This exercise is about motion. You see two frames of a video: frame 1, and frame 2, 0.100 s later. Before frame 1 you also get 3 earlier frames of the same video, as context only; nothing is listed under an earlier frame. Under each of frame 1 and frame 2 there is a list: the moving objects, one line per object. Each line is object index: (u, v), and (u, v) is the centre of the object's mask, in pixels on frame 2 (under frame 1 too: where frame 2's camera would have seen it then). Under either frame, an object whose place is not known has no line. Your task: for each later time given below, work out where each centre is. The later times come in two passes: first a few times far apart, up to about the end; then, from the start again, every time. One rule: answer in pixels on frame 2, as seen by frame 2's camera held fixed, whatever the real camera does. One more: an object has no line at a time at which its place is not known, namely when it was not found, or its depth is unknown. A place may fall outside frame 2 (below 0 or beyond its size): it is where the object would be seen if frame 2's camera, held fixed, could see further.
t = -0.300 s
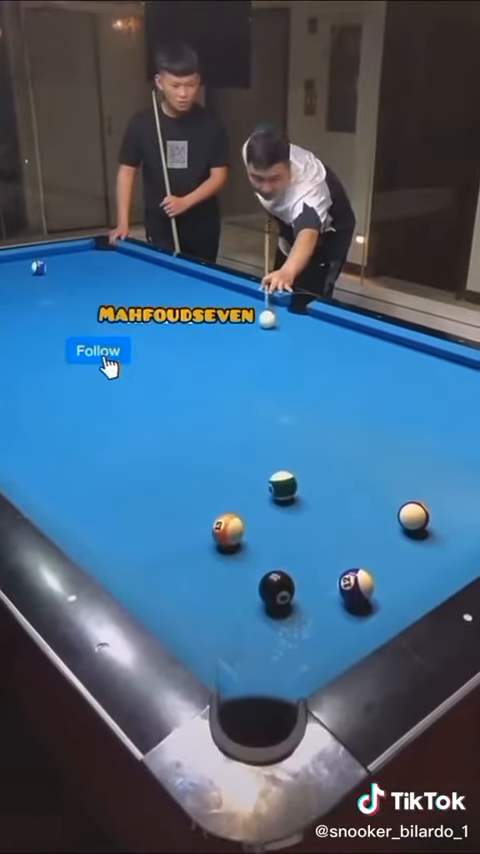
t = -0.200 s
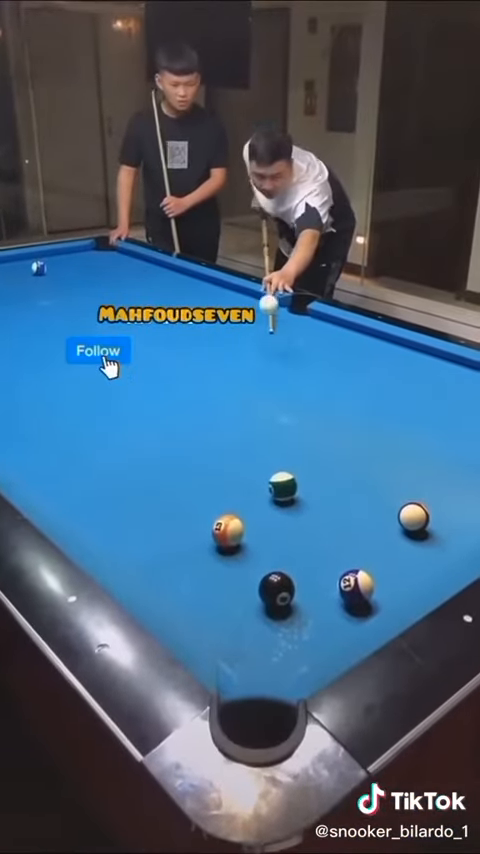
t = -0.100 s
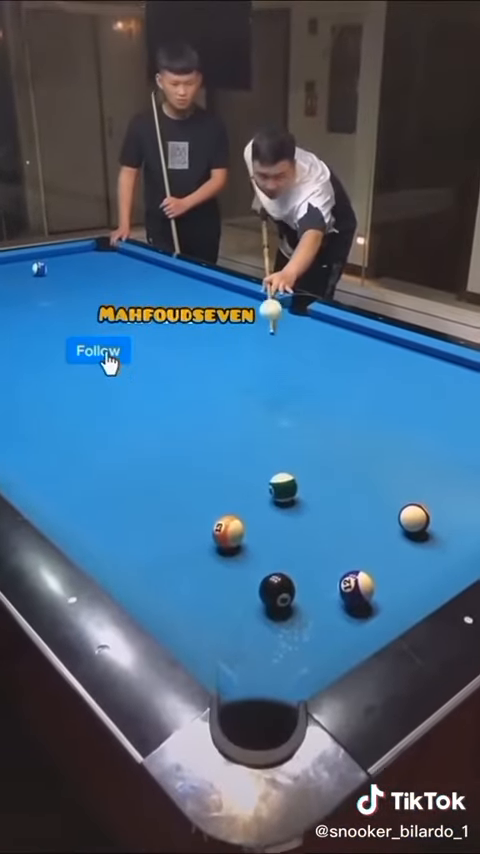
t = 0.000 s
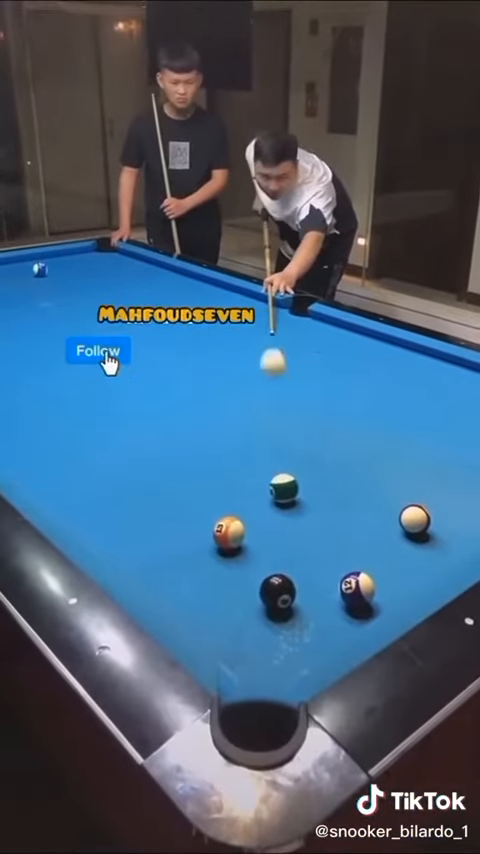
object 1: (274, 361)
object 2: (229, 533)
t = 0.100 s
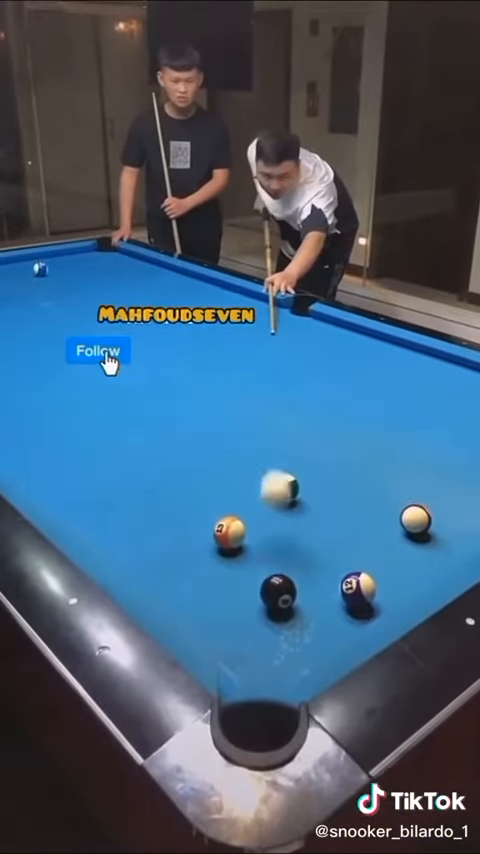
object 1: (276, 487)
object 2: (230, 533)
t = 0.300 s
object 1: (262, 531)
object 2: (229, 532)
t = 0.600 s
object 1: (261, 521)
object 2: (209, 522)
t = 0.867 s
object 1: (265, 499)
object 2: (190, 513)
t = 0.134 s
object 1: (275, 553)
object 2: (230, 532)
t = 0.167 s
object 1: (273, 552)
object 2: (229, 532)
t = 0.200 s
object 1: (270, 538)
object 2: (229, 532)
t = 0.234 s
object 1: (268, 530)
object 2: (229, 533)
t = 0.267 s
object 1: (265, 528)
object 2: (229, 532)
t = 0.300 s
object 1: (262, 531)
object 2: (229, 532)
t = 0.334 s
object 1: (259, 540)
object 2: (229, 532)
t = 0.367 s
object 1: (256, 539)
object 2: (228, 532)
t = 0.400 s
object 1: (255, 531)
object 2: (225, 531)
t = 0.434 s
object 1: (259, 527)
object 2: (223, 529)
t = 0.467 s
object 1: (260, 532)
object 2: (220, 529)
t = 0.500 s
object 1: (261, 528)
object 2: (217, 527)
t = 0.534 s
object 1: (261, 526)
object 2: (215, 525)
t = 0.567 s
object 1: (261, 523)
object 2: (212, 524)
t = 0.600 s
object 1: (261, 521)
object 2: (209, 522)
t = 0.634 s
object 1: (262, 518)
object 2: (207, 521)
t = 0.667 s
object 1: (262, 515)
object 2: (204, 520)
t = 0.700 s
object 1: (263, 512)
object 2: (202, 518)
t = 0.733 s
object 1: (263, 510)
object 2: (199, 517)
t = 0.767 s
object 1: (263, 507)
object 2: (197, 516)
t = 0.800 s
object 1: (264, 504)
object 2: (195, 515)
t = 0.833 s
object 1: (264, 501)
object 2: (192, 514)
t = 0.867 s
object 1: (265, 499)
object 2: (190, 513)
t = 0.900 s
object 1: (263, 498)
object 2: (187, 512)
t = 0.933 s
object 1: (261, 497)
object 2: (185, 511)
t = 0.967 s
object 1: (260, 496)
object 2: (183, 509)
